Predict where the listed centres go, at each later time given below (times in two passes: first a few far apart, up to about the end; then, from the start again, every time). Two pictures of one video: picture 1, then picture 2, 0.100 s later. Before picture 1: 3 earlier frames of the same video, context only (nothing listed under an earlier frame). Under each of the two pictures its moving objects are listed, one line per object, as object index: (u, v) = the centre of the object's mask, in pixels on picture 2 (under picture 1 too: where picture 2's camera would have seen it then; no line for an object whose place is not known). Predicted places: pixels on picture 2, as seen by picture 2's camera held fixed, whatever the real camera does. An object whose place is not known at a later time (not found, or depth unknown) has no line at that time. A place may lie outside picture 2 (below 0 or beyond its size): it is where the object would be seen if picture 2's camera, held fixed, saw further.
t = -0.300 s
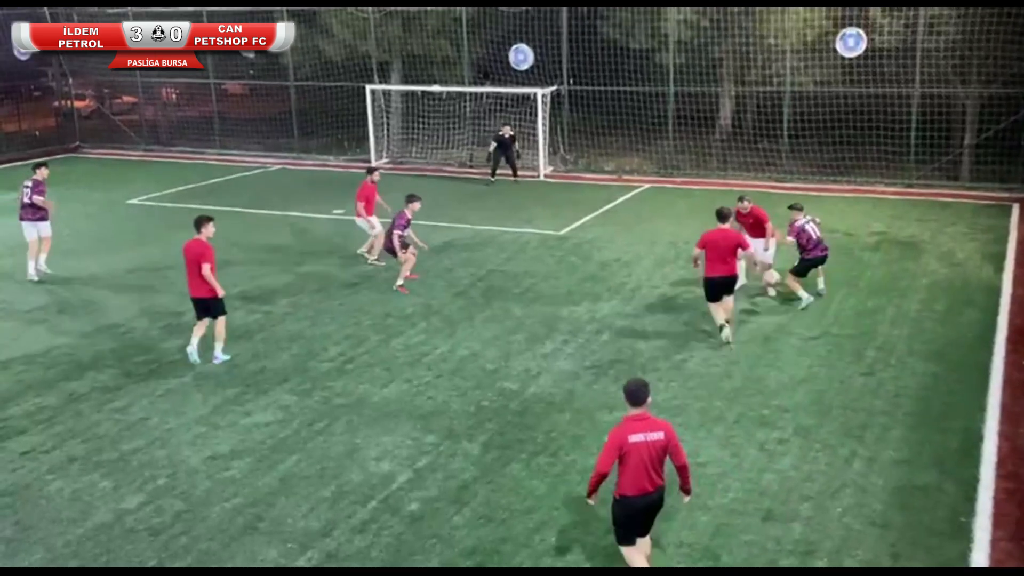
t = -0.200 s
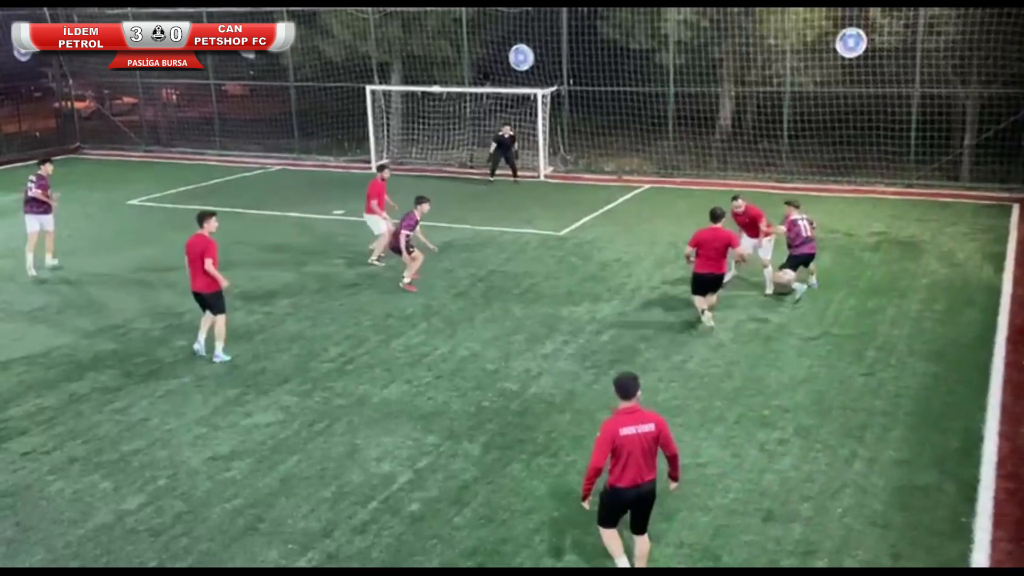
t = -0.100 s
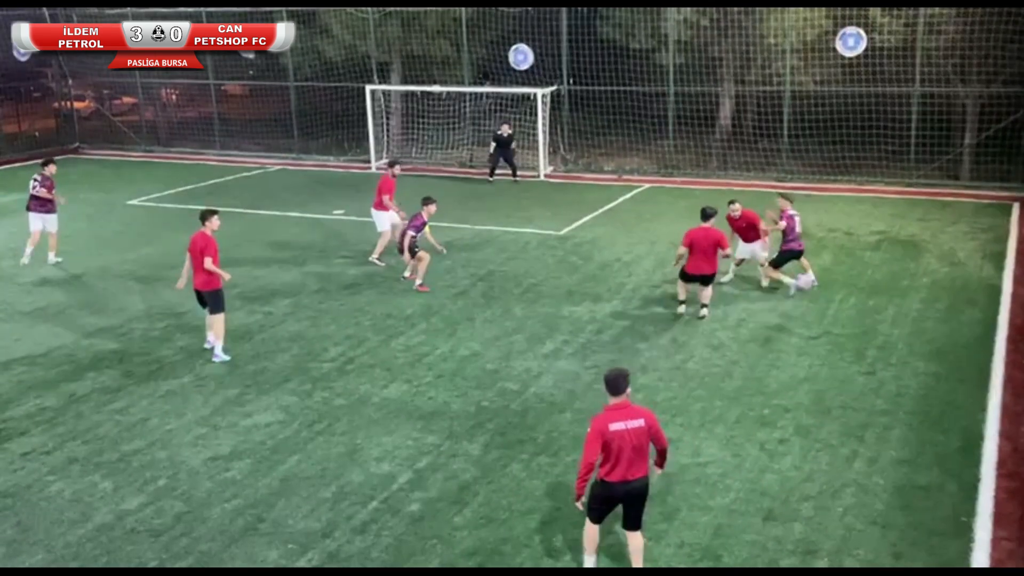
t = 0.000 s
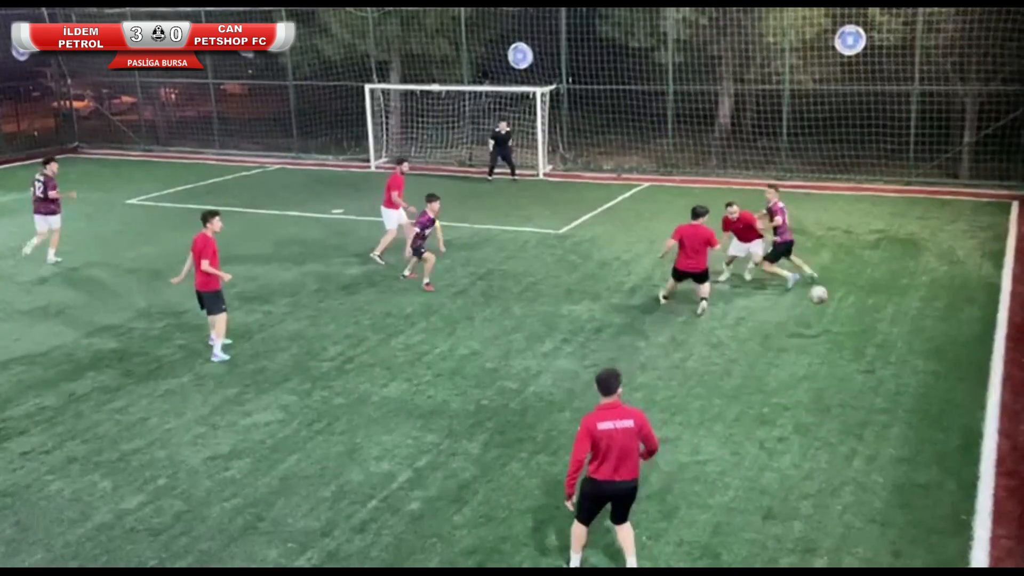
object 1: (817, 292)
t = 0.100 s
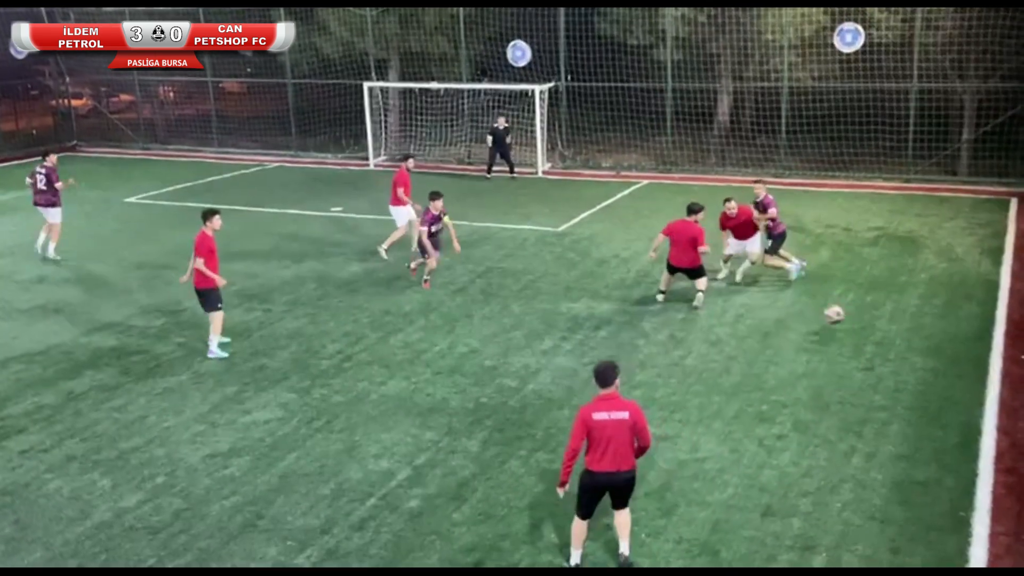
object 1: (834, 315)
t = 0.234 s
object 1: (854, 342)
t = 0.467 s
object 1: (876, 327)
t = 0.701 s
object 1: (894, 350)
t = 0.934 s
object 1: (915, 354)
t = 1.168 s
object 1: (938, 363)
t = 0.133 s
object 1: (839, 323)
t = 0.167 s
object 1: (846, 332)
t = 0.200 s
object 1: (850, 344)
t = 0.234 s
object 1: (854, 342)
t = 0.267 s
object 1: (857, 335)
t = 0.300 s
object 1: (861, 332)
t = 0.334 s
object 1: (863, 330)
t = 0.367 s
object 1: (868, 327)
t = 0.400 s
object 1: (870, 327)
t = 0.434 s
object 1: (873, 327)
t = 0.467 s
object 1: (876, 327)
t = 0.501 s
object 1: (878, 329)
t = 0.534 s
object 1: (882, 332)
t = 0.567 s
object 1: (884, 334)
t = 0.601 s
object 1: (887, 338)
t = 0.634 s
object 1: (889, 342)
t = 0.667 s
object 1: (892, 350)
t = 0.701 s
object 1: (894, 350)
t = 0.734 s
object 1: (897, 349)
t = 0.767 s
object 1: (900, 347)
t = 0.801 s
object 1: (903, 345)
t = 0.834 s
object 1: (907, 347)
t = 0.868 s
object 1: (910, 347)
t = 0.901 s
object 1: (913, 349)
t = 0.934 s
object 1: (915, 354)
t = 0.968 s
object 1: (918, 358)
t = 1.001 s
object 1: (921, 359)
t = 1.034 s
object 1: (925, 358)
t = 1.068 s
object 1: (928, 358)
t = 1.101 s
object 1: (931, 360)
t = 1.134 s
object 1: (934, 361)
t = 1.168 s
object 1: (938, 363)
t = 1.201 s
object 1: (941, 364)
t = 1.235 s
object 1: (945, 365)
